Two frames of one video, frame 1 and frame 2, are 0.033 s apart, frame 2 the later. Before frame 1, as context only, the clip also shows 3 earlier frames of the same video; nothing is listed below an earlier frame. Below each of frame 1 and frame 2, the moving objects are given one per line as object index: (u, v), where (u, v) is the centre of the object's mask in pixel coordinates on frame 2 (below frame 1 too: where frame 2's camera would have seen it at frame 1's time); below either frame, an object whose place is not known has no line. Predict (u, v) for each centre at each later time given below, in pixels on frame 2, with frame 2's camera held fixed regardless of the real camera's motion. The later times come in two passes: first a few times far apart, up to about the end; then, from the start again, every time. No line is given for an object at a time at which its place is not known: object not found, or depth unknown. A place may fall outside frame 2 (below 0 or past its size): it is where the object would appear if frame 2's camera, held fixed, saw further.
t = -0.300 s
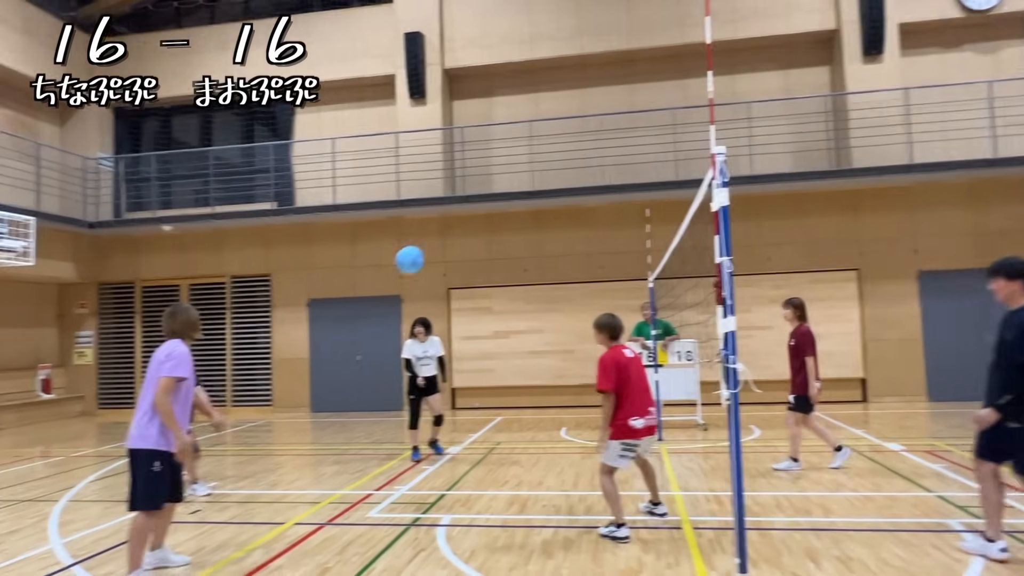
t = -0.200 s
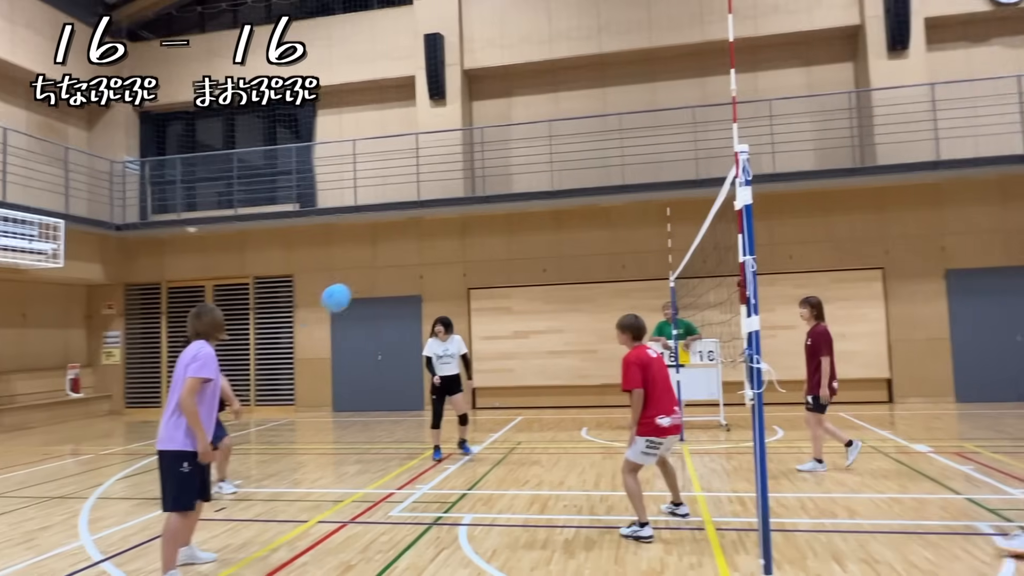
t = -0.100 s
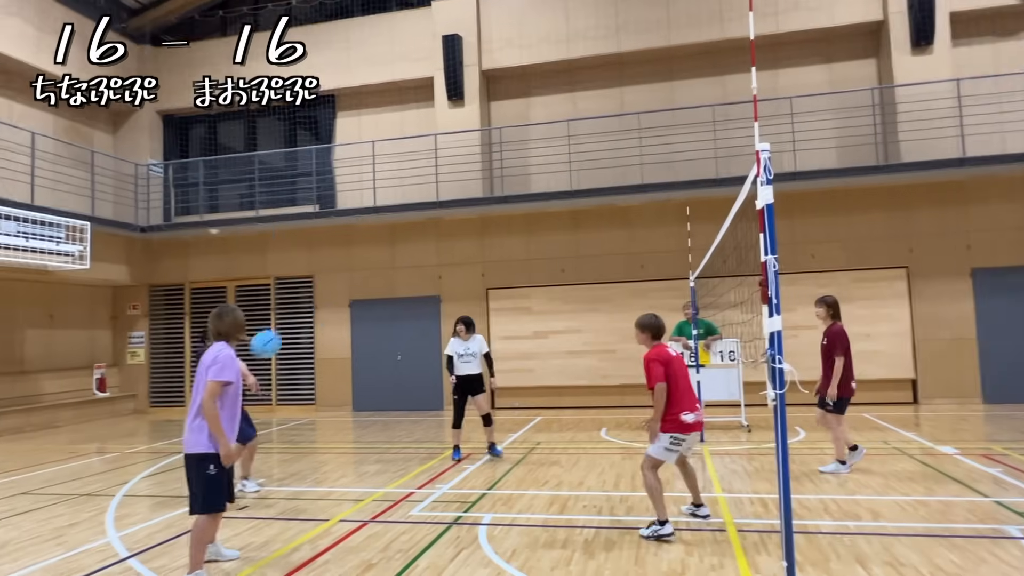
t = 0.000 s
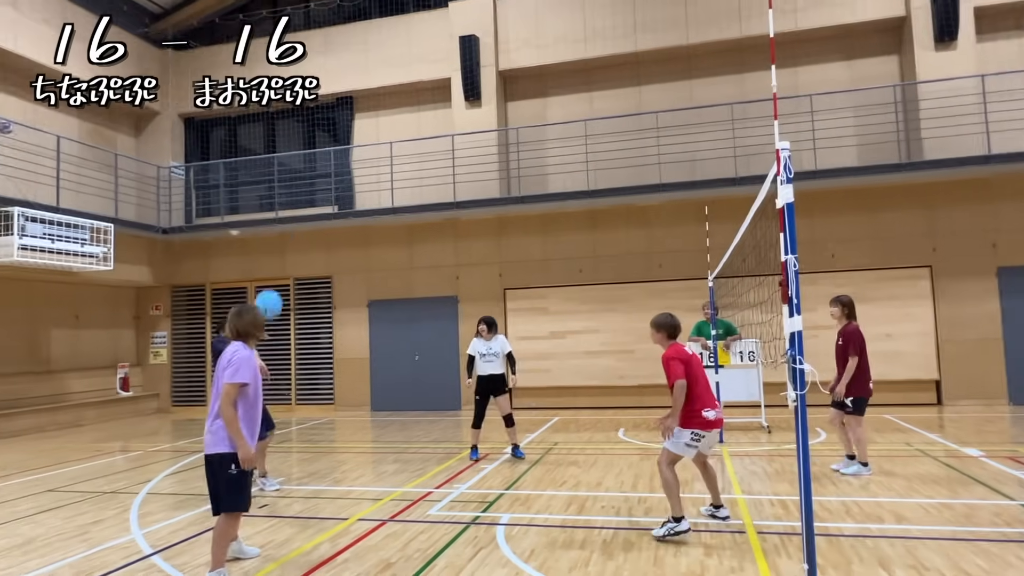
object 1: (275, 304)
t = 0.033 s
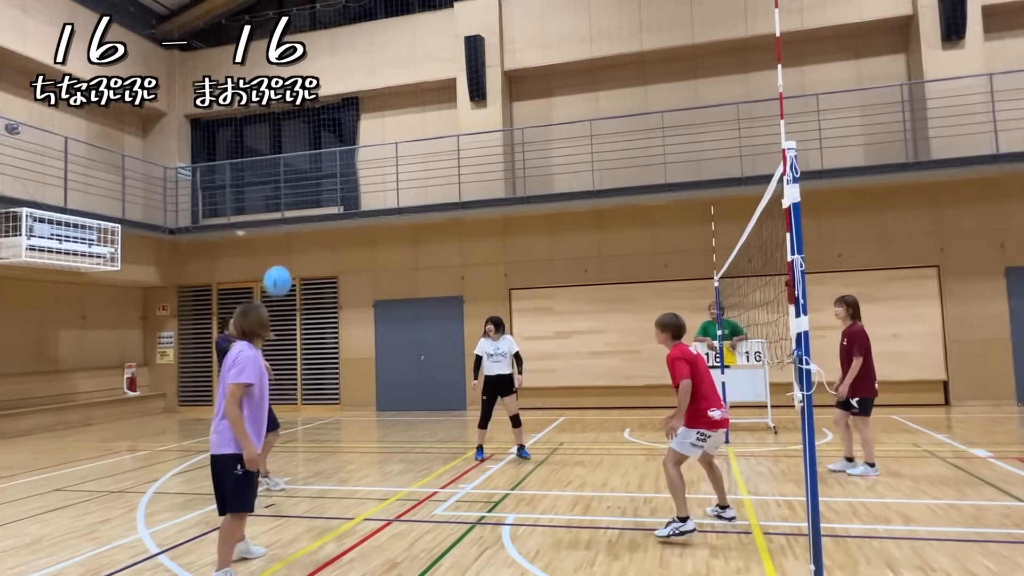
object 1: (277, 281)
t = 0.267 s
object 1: (300, 142)
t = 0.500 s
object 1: (329, 56)
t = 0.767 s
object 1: (366, 28)
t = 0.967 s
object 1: (400, 63)
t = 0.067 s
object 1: (281, 258)
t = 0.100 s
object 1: (284, 236)
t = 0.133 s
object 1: (287, 215)
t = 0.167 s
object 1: (290, 196)
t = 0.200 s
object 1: (293, 177)
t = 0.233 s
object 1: (297, 159)
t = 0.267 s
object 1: (300, 142)
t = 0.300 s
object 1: (304, 127)
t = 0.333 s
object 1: (308, 113)
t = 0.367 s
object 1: (312, 99)
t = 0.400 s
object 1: (316, 87)
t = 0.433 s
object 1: (320, 76)
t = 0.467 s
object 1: (325, 65)
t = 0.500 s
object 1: (329, 56)
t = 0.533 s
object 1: (334, 48)
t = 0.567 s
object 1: (338, 42)
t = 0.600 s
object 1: (342, 37)
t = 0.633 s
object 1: (346, 32)
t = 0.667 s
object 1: (351, 30)
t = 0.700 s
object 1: (356, 28)
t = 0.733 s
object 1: (361, 27)
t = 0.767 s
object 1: (366, 28)
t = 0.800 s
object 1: (371, 30)
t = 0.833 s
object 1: (376, 34)
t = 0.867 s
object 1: (381, 39)
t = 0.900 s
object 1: (387, 45)
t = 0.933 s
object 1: (394, 54)
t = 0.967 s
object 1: (400, 63)
